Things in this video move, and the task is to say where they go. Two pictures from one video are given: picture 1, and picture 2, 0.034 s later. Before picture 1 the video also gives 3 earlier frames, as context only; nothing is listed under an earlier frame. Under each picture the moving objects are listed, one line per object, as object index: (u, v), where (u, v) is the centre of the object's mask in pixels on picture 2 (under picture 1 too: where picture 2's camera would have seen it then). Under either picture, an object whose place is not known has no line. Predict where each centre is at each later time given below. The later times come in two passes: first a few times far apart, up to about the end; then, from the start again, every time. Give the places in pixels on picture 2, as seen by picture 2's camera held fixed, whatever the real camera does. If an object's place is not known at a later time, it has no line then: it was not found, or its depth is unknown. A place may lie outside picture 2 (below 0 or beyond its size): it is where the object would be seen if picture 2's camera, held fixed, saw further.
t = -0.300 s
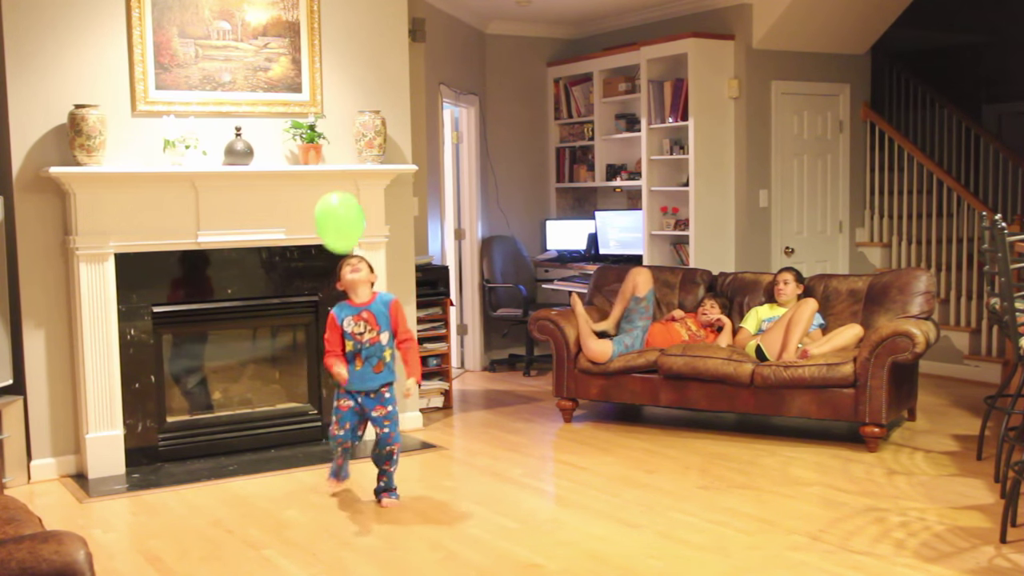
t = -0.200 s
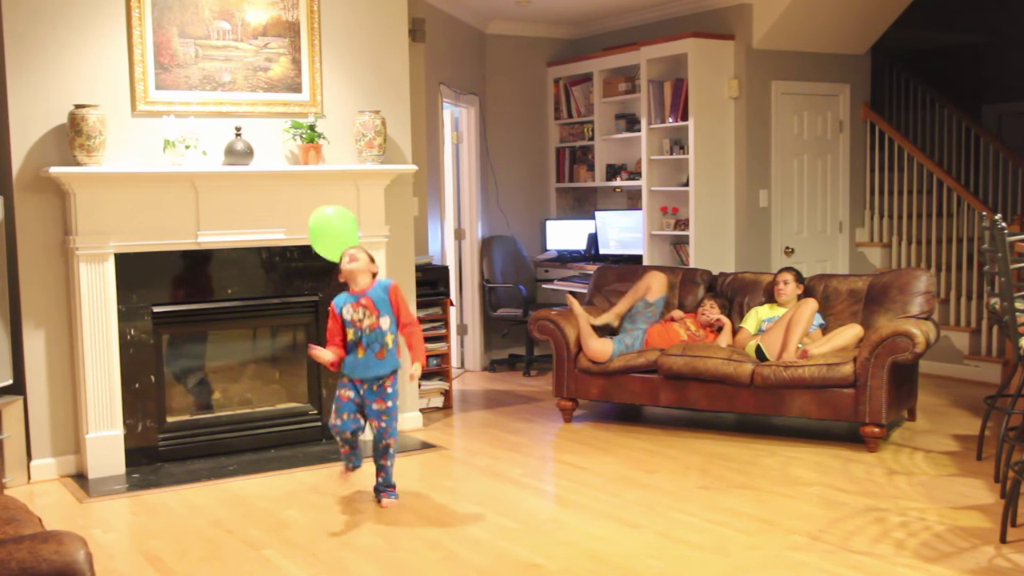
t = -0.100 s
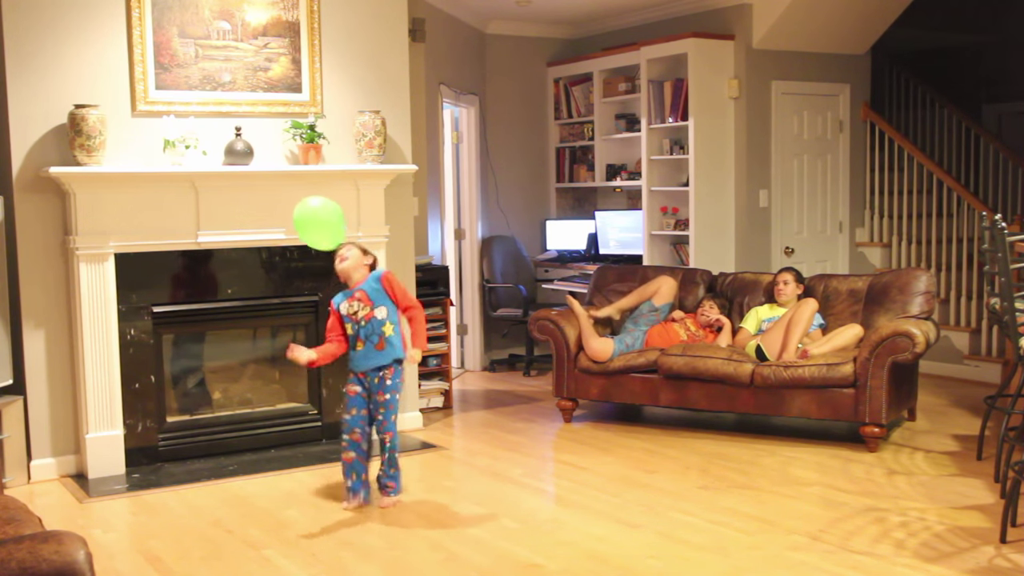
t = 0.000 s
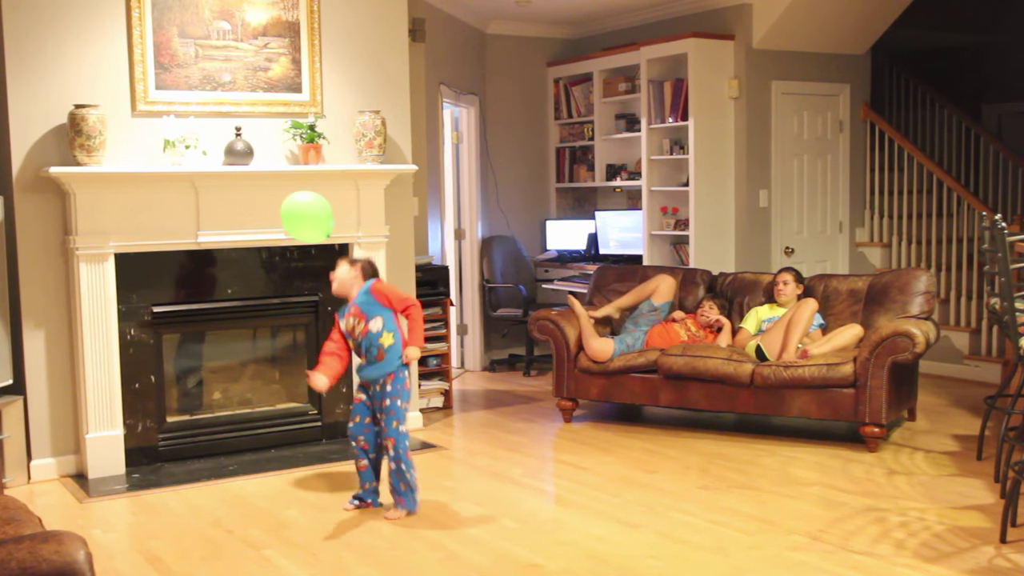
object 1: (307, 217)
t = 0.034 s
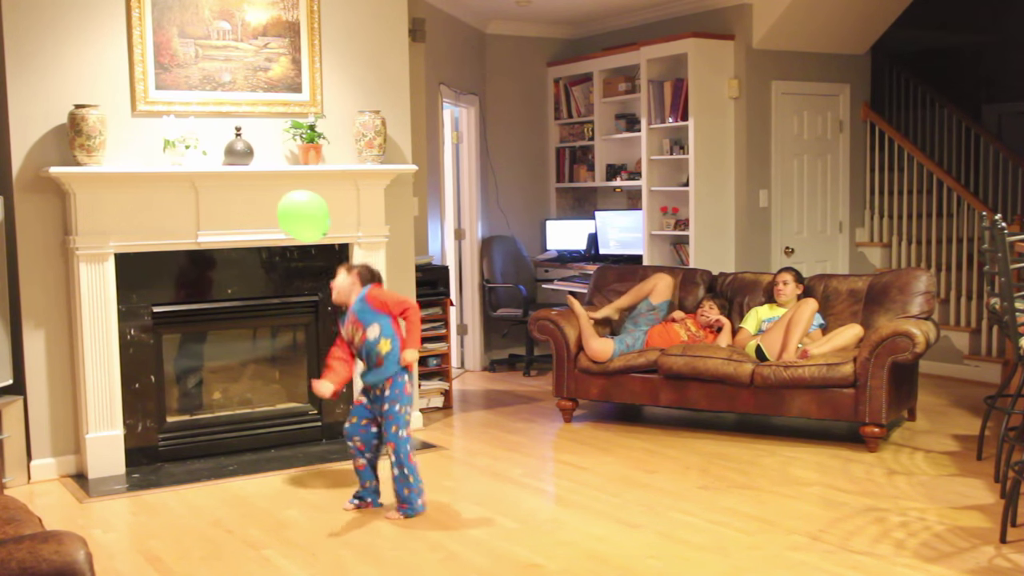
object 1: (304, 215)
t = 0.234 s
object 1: (286, 216)
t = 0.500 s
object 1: (269, 240)
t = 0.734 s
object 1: (258, 276)
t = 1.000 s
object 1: (248, 318)
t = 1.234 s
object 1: (216, 339)
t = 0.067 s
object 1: (301, 215)
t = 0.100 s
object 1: (297, 214)
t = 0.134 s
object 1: (294, 214)
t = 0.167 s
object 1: (291, 214)
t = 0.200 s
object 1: (288, 215)
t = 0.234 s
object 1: (286, 216)
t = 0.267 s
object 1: (283, 218)
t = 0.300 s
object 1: (281, 220)
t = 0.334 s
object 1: (279, 222)
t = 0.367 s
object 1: (277, 225)
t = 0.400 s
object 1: (275, 228)
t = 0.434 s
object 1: (273, 232)
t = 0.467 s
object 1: (271, 236)
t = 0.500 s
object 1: (269, 240)
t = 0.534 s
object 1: (268, 245)
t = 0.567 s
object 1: (266, 250)
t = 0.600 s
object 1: (264, 254)
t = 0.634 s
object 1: (262, 260)
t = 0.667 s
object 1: (261, 265)
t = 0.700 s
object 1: (259, 271)
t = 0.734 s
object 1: (258, 276)
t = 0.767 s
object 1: (256, 282)
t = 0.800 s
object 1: (255, 288)
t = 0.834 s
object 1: (254, 295)
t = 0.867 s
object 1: (252, 301)
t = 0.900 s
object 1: (252, 306)
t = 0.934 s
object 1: (252, 311)
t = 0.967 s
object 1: (251, 316)
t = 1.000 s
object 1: (248, 318)
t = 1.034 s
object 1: (243, 321)
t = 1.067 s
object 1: (239, 323)
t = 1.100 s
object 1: (234, 326)
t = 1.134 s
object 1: (229, 329)
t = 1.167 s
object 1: (225, 332)
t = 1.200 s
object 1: (221, 335)
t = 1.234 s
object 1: (216, 339)
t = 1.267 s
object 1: (212, 342)
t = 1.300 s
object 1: (208, 347)
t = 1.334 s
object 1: (204, 351)
